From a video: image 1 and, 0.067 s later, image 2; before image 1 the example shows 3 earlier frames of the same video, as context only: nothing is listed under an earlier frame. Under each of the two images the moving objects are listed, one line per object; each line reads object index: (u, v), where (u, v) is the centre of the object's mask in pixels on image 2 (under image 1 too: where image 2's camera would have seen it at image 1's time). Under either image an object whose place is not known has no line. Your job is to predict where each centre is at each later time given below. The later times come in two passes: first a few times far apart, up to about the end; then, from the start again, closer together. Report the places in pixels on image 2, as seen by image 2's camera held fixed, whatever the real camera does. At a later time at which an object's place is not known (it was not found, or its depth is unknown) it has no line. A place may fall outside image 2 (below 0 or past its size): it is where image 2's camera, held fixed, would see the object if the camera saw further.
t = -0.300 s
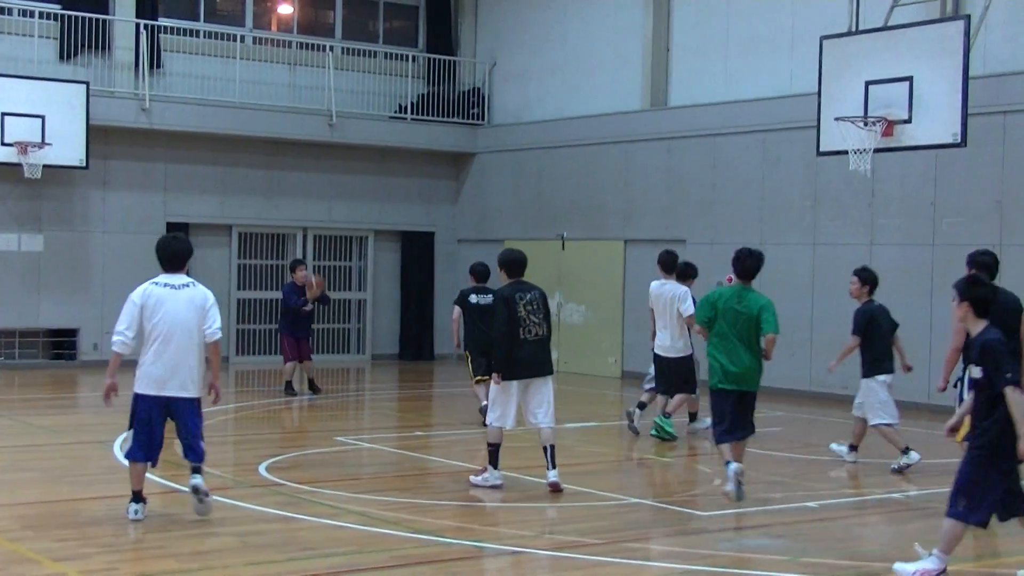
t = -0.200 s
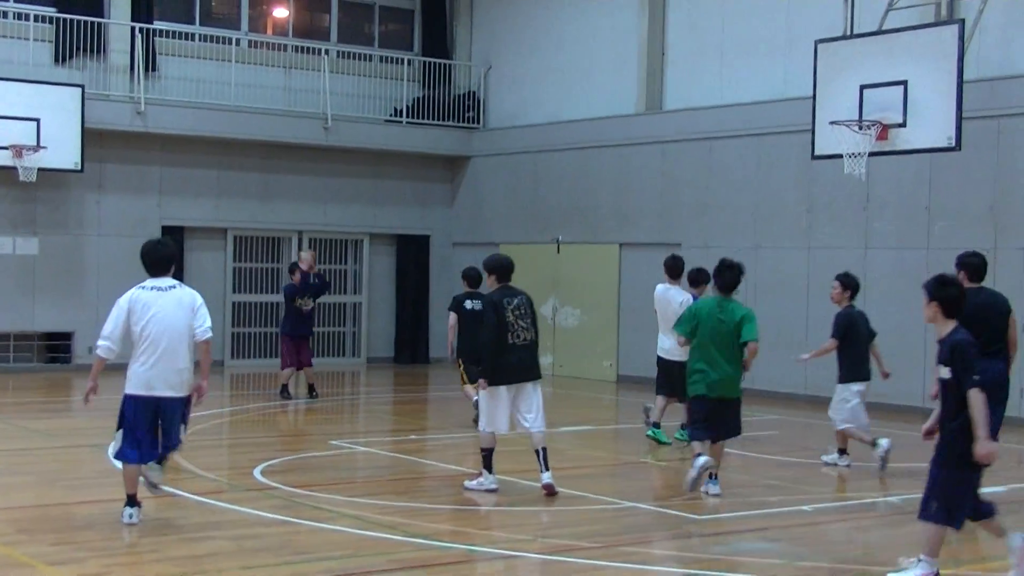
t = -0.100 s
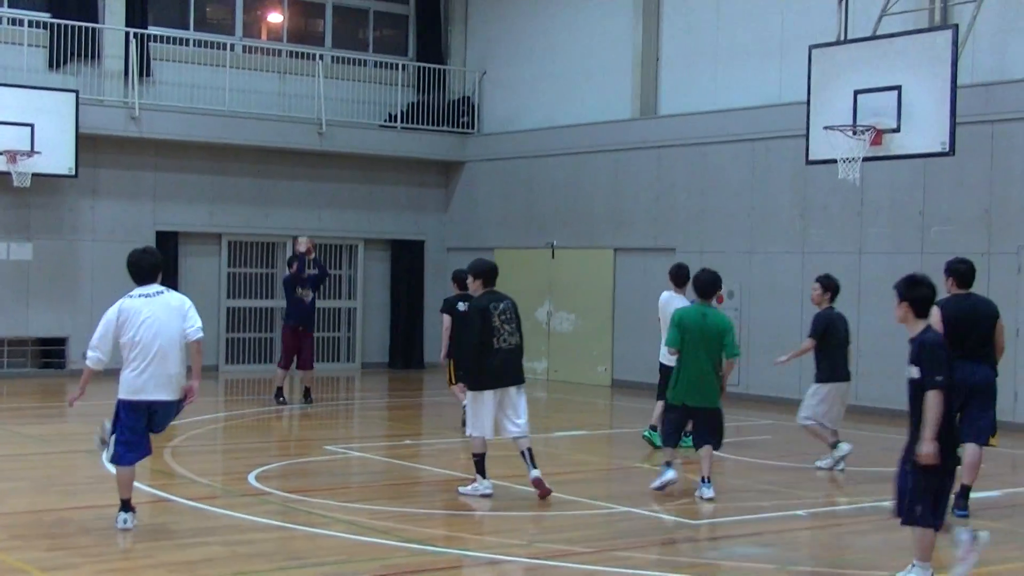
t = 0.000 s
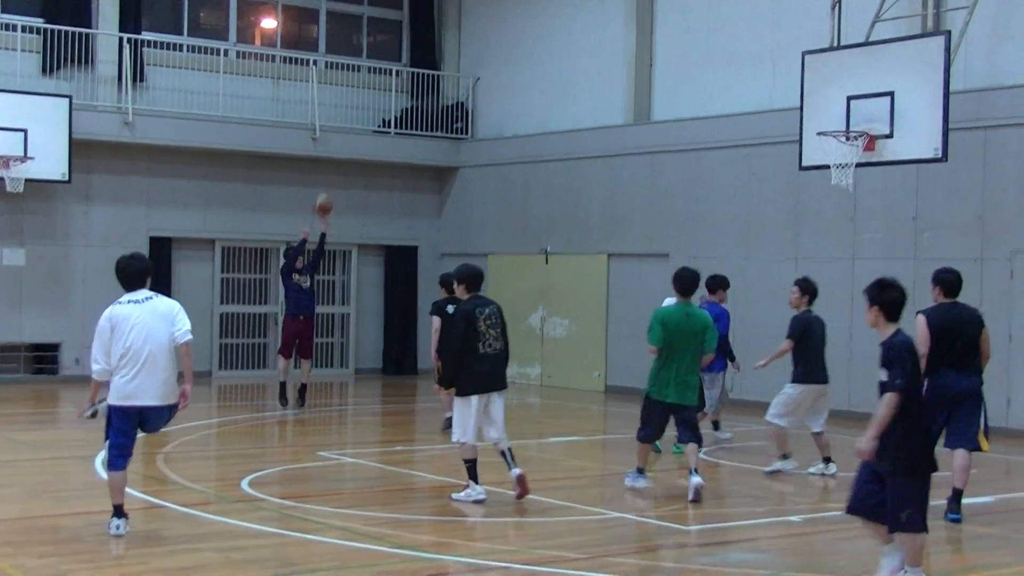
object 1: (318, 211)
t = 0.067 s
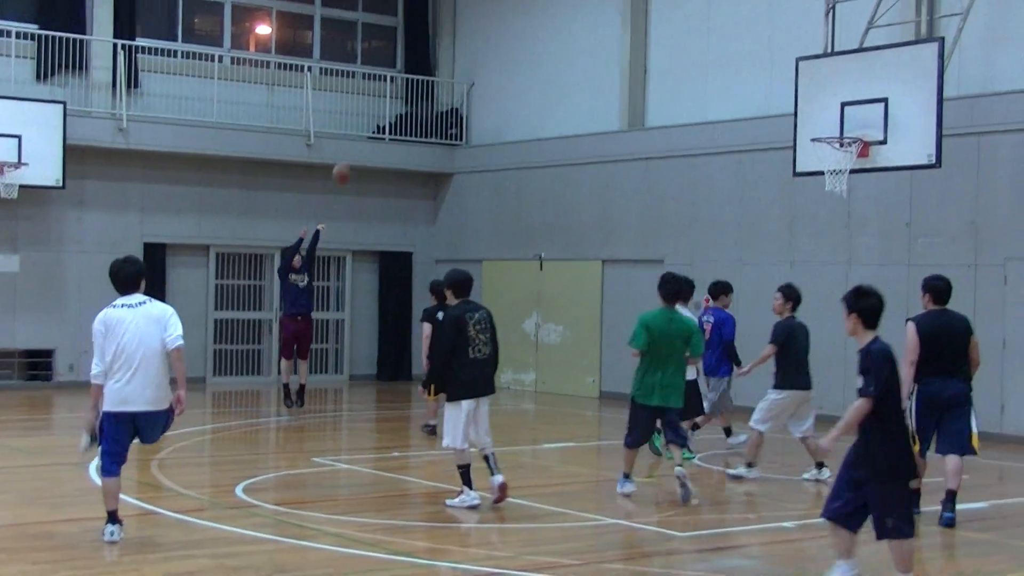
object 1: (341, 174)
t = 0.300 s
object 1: (429, 70)
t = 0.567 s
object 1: (534, 7)
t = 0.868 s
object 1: (659, 9)
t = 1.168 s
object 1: (789, 98)
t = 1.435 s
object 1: (845, 47)
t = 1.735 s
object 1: (864, 2)
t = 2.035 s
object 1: (836, 73)
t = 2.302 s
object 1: (840, 112)
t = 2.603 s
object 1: (865, 118)
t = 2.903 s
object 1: (858, 121)
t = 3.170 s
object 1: (850, 132)
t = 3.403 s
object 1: (824, 173)
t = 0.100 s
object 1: (354, 158)
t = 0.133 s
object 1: (366, 141)
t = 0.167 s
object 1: (379, 125)
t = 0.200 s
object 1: (392, 110)
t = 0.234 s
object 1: (404, 96)
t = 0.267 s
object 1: (417, 81)
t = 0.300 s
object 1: (429, 70)
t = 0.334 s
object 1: (441, 60)
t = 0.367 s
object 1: (455, 49)
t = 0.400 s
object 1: (468, 40)
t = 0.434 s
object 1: (481, 32)
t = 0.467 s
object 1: (495, 25)
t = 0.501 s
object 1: (507, 18)
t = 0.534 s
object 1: (521, 13)
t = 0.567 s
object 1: (534, 7)
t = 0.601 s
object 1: (548, 3)
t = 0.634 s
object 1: (562, 0)
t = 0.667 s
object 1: (575, -1)
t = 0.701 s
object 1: (589, -2)
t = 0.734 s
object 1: (603, -2)
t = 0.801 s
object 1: (630, 1)
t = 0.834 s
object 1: (645, 4)
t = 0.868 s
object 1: (659, 9)
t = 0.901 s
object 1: (673, 14)
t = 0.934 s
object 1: (687, 21)
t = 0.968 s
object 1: (702, 28)
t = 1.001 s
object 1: (716, 37)
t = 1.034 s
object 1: (730, 47)
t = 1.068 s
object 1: (745, 58)
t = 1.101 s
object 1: (760, 70)
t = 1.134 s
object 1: (774, 84)
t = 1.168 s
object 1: (789, 98)
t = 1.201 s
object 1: (805, 114)
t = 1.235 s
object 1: (820, 130)
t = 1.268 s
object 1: (824, 115)
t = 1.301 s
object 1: (828, 99)
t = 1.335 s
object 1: (832, 84)
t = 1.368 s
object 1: (836, 71)
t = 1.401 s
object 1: (840, 58)
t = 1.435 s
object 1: (845, 47)
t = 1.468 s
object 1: (848, 37)
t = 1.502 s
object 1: (851, 28)
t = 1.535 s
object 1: (855, 20)
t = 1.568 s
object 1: (859, 13)
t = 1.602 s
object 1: (863, 7)
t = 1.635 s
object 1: (866, 2)
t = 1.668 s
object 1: (869, -1)
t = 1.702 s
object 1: (866, 0)
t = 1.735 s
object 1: (864, 2)
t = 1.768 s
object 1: (860, 5)
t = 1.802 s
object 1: (857, 9)
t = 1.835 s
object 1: (855, 15)
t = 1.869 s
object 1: (851, 22)
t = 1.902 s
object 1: (849, 29)
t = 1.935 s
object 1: (846, 38)
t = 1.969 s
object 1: (843, 49)
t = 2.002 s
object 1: (839, 60)
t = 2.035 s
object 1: (836, 73)
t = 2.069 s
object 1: (833, 86)
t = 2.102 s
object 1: (830, 101)
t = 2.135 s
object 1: (827, 118)
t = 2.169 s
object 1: (826, 125)
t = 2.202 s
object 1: (830, 120)
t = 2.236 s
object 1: (832, 116)
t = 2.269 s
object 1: (837, 113)
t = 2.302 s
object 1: (840, 112)
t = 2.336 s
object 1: (844, 111)
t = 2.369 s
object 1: (847, 112)
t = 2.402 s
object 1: (850, 113)
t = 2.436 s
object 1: (853, 117)
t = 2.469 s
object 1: (855, 121)
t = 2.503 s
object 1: (859, 126)
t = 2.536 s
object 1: (861, 124)
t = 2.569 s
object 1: (863, 120)
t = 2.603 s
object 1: (865, 118)
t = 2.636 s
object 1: (864, 116)
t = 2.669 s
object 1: (864, 115)
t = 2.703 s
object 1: (863, 115)
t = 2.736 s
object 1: (863, 116)
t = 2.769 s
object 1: (862, 118)
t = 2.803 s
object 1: (861, 122)
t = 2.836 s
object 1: (860, 126)
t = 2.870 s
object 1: (860, 124)
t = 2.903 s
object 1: (858, 121)
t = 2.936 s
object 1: (858, 118)
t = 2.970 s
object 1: (857, 118)
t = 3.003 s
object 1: (856, 118)
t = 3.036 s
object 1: (855, 120)
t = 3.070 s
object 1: (855, 122)
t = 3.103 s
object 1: (854, 126)
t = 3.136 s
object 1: (853, 130)
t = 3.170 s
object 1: (850, 132)
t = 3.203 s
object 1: (846, 136)
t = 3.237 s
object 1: (842, 140)
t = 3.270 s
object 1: (838, 145)
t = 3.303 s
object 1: (835, 150)
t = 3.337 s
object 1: (831, 160)
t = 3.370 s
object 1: (828, 166)
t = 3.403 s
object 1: (824, 173)
